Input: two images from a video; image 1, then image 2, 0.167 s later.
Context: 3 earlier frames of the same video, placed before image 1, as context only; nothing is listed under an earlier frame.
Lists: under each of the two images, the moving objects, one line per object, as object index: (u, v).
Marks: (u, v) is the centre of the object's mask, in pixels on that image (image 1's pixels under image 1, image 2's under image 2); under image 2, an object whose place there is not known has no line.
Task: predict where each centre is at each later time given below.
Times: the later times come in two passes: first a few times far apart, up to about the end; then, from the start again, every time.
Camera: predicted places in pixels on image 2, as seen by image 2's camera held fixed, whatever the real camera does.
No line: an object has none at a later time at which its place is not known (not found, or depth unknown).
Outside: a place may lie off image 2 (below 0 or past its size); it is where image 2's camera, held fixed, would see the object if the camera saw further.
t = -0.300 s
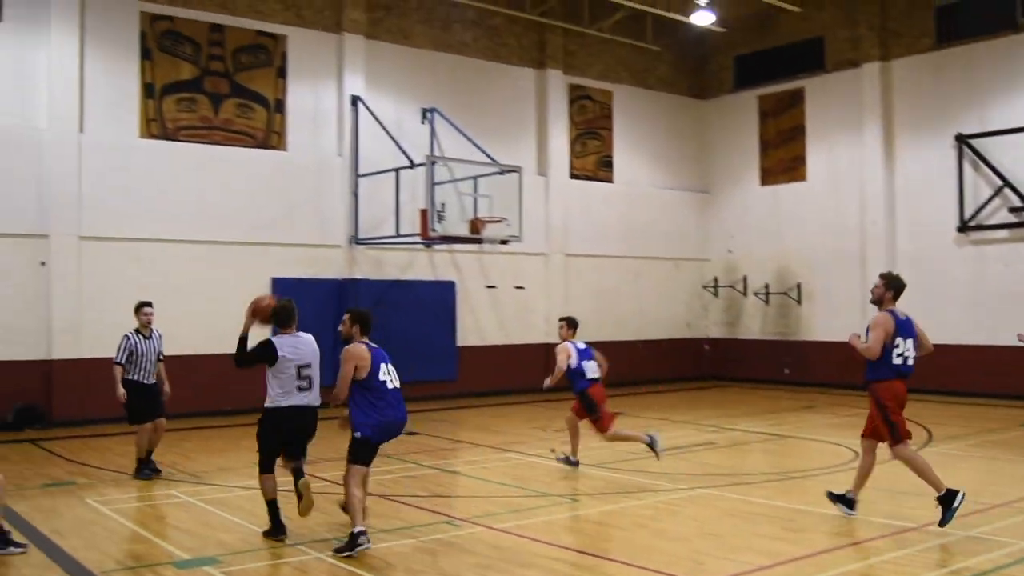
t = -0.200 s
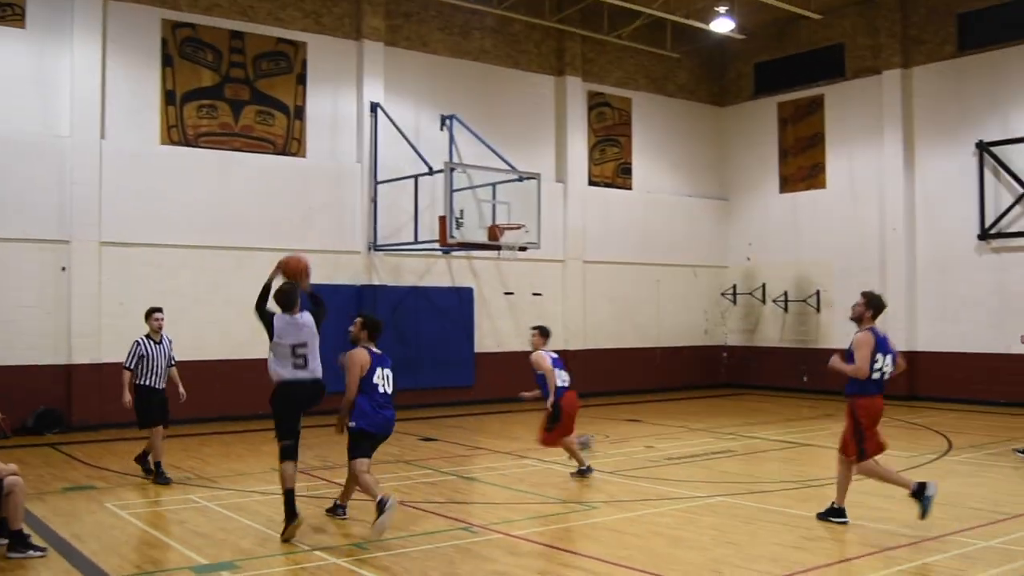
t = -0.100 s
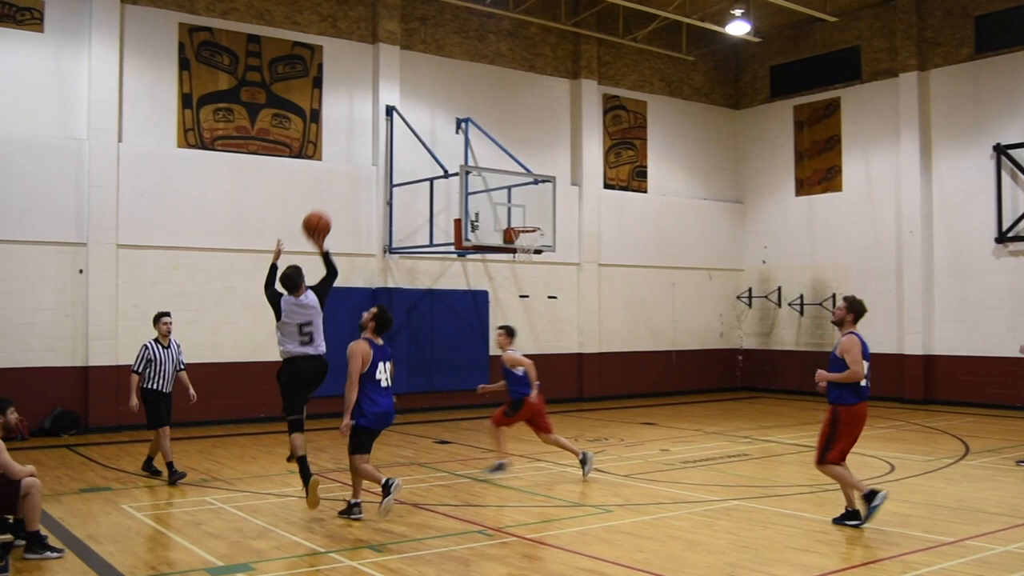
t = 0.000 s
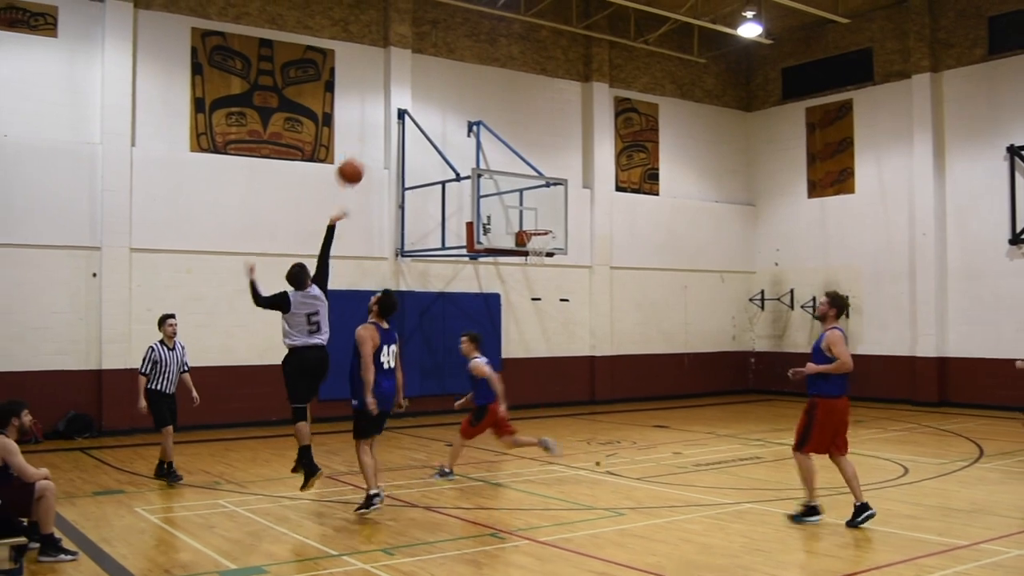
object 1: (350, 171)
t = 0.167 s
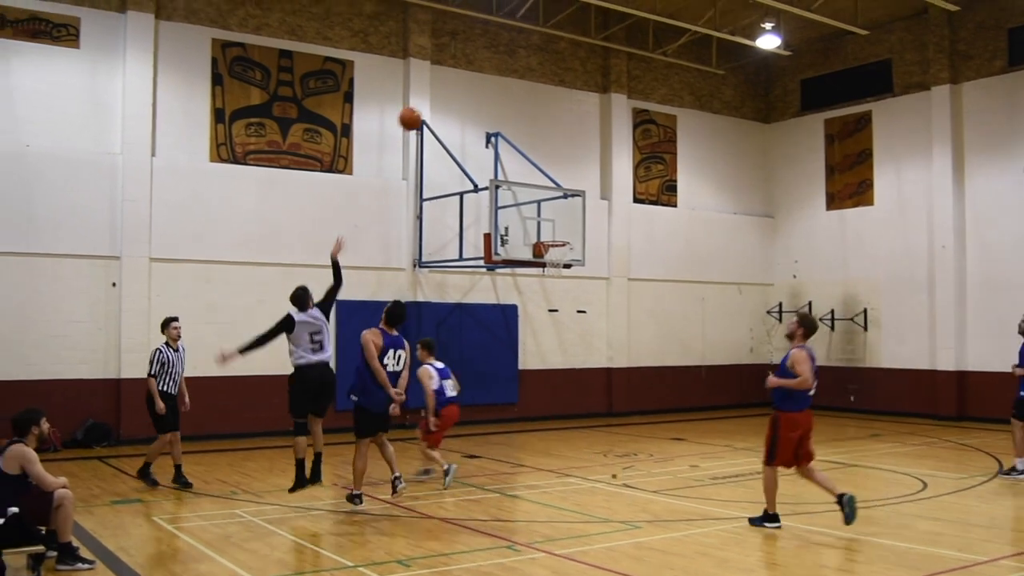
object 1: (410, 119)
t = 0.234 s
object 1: (424, 104)
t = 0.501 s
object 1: (471, 91)
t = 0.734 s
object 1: (501, 124)
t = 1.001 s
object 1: (526, 194)
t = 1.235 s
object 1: (561, 231)
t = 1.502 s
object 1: (555, 219)
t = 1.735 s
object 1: (554, 235)
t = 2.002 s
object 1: (561, 246)
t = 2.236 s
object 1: (558, 271)
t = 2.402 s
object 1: (553, 294)
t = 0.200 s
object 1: (417, 110)
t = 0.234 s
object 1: (424, 104)
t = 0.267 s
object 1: (431, 99)
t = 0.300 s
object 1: (437, 94)
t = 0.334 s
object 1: (444, 91)
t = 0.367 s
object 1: (450, 89)
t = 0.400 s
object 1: (455, 88)
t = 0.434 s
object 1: (460, 88)
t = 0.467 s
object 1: (465, 89)
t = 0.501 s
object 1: (471, 91)
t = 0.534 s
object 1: (476, 94)
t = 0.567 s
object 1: (480, 97)
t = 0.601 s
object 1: (485, 101)
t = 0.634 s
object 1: (489, 106)
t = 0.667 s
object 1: (493, 111)
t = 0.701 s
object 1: (497, 117)
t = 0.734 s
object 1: (501, 124)
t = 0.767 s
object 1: (505, 131)
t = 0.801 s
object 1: (508, 138)
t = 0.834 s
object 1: (511, 147)
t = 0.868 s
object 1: (514, 155)
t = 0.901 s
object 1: (517, 165)
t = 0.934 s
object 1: (520, 174)
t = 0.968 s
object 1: (523, 183)
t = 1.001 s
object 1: (526, 194)
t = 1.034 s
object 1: (528, 205)
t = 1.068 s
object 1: (534, 213)
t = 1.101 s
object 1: (543, 220)
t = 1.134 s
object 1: (552, 228)
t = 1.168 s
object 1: (561, 236)
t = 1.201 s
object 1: (563, 235)
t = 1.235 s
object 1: (561, 231)
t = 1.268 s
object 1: (560, 226)
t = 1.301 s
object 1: (560, 223)
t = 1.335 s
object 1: (559, 221)
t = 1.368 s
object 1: (558, 219)
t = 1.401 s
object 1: (557, 218)
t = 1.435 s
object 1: (557, 217)
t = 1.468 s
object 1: (556, 218)
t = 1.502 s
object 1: (555, 219)
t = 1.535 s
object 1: (554, 220)
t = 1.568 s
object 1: (554, 223)
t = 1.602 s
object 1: (553, 226)
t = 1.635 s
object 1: (552, 230)
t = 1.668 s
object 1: (551, 235)
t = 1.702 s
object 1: (552, 236)
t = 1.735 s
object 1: (554, 235)
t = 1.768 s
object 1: (556, 236)
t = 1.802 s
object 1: (557, 237)
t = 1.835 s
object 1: (559, 238)
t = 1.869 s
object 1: (560, 240)
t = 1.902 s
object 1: (560, 241)
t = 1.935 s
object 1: (560, 243)
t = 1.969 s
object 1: (560, 244)
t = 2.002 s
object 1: (561, 246)
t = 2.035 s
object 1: (561, 250)
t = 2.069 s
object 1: (561, 253)
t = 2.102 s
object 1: (561, 258)
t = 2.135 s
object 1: (560, 262)
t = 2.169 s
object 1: (560, 265)
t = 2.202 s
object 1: (559, 268)
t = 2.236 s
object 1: (558, 271)
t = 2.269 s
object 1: (557, 274)
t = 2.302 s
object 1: (556, 278)
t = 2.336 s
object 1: (555, 283)
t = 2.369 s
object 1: (554, 288)
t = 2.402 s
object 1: (553, 294)
